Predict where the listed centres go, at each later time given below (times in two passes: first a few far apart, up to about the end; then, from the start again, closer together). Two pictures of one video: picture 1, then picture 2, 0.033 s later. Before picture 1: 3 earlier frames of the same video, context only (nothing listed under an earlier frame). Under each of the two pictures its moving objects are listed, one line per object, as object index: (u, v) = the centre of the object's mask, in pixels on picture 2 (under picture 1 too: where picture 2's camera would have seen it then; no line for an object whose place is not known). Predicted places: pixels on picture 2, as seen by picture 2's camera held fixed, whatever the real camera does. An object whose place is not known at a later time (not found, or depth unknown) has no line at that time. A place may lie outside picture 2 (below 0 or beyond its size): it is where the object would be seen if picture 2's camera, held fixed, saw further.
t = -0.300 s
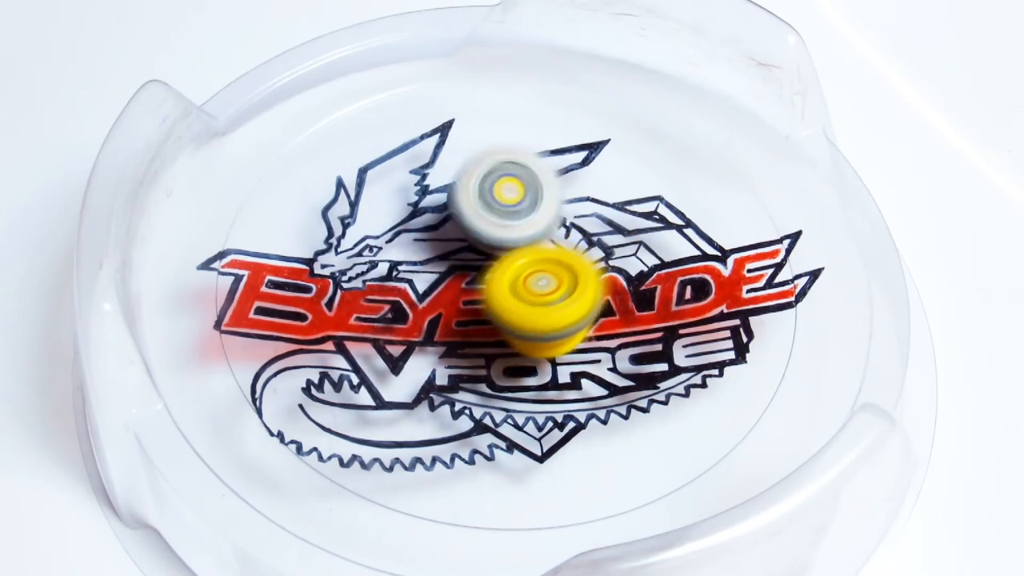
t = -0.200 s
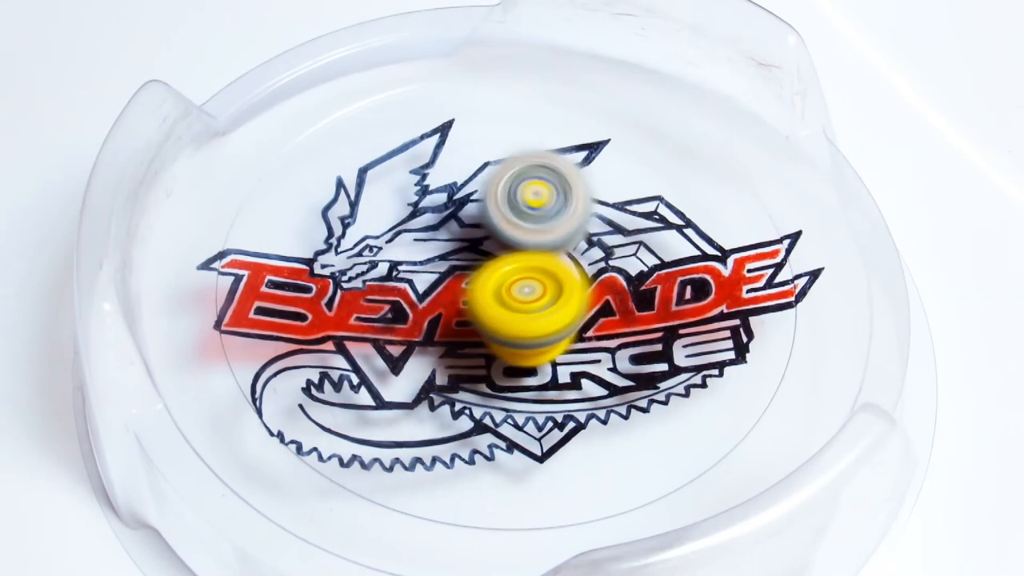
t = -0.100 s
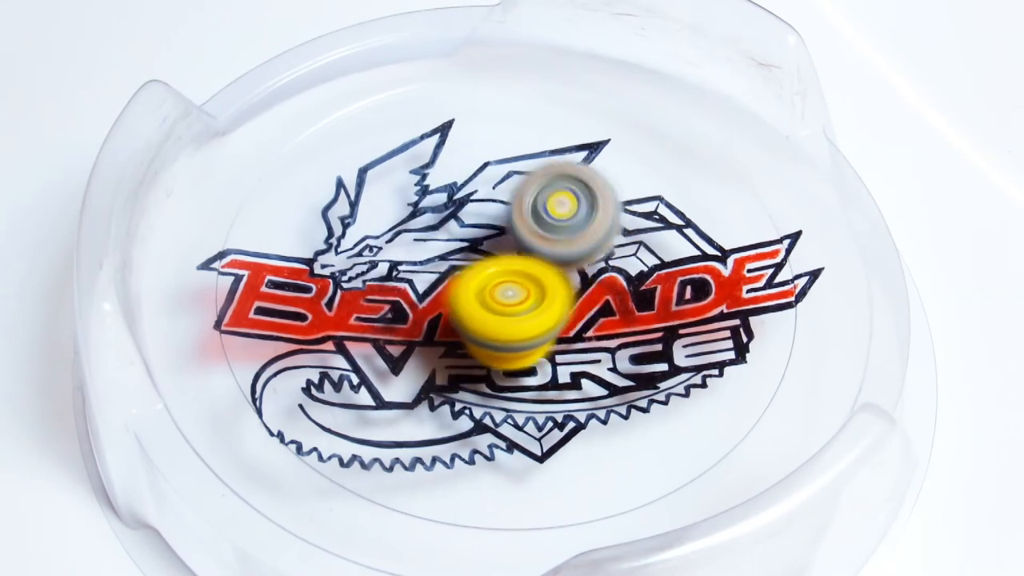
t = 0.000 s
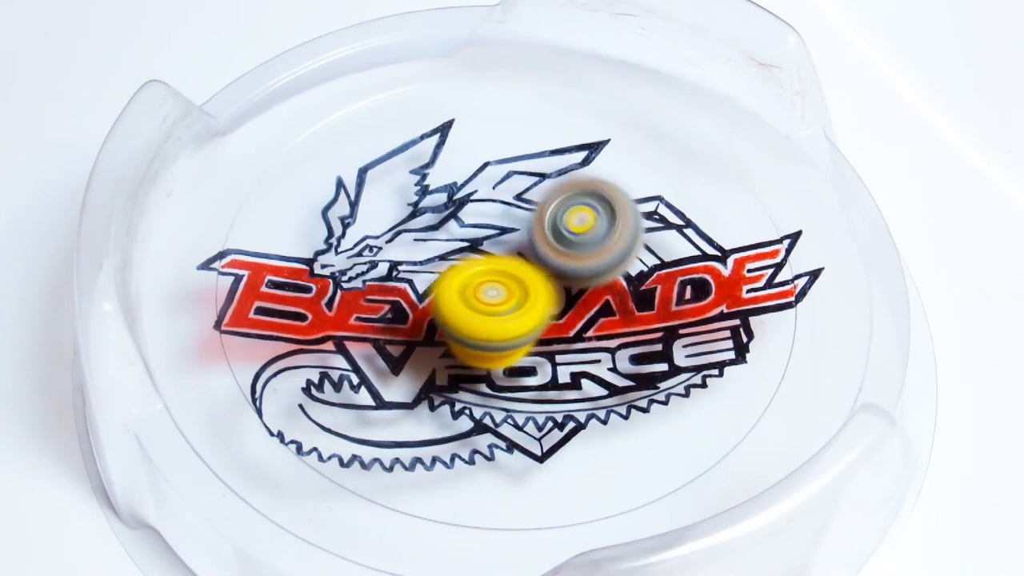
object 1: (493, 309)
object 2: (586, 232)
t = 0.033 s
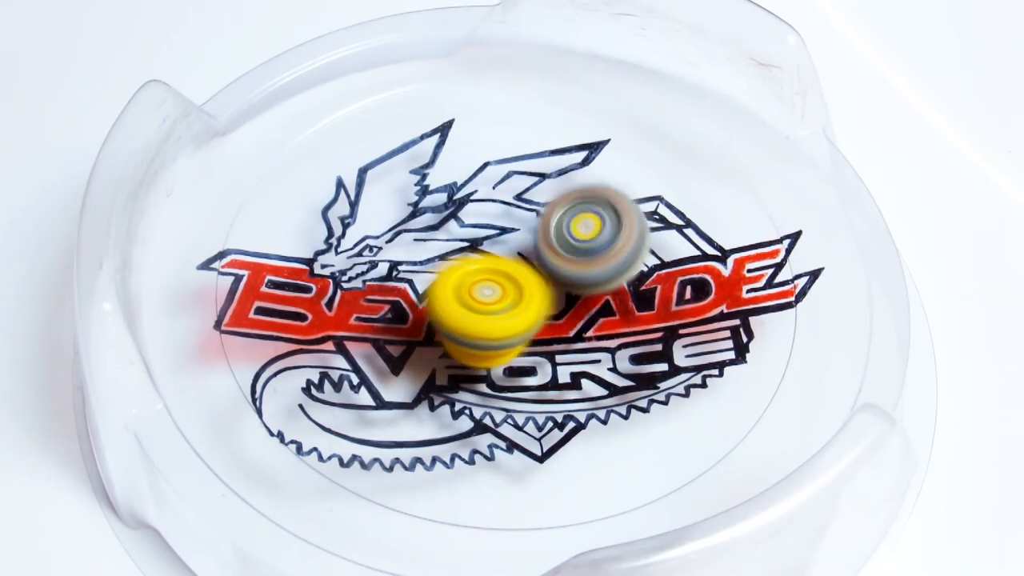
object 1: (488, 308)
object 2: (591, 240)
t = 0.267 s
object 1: (460, 289)
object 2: (601, 296)
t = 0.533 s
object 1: (462, 253)
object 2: (546, 344)
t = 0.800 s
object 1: (496, 229)
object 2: (464, 337)
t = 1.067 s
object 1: (539, 232)
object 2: (420, 284)
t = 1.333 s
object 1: (563, 258)
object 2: (444, 228)
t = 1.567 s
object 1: (556, 290)
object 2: (504, 202)
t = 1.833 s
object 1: (520, 308)
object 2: (579, 225)
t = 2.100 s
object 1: (471, 300)
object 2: (601, 289)
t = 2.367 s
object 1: (451, 259)
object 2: (546, 339)
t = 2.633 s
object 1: (473, 217)
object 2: (465, 331)
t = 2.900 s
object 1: (541, 207)
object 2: (413, 277)
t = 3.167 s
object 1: (579, 245)
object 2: (448, 230)
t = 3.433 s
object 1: (556, 318)
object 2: (528, 220)
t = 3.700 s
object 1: (466, 332)
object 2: (574, 276)
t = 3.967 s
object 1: (404, 292)
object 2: (518, 332)
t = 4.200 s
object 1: (420, 243)
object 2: (457, 339)
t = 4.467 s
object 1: (508, 89)
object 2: (334, 398)
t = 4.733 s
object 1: (517, 158)
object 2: (397, 316)
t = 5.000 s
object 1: (583, 341)
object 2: (401, 185)
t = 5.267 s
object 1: (562, 360)
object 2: (405, 199)
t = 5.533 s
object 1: (538, 340)
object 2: (470, 217)
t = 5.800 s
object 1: (514, 326)
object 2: (458, 236)
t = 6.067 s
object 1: (512, 329)
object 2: (440, 240)
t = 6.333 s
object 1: (513, 329)
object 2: (471, 229)
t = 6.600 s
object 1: (513, 329)
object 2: (469, 231)
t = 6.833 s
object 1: (513, 328)
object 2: (449, 241)
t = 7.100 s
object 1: (513, 328)
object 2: (451, 240)
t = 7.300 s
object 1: (513, 328)
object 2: (466, 234)
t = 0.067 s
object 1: (483, 306)
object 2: (596, 248)
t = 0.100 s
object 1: (478, 304)
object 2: (600, 255)
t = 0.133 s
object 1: (474, 302)
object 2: (603, 263)
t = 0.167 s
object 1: (470, 300)
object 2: (604, 271)
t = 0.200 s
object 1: (466, 297)
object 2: (604, 279)
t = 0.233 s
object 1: (463, 293)
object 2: (603, 287)
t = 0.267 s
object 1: (460, 289)
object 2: (601, 296)
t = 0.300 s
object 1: (458, 285)
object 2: (598, 303)
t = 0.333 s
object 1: (457, 280)
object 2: (594, 310)
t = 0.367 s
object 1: (456, 276)
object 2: (589, 317)
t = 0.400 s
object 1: (456, 271)
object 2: (583, 323)
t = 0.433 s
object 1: (457, 266)
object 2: (576, 329)
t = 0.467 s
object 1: (458, 261)
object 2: (567, 334)
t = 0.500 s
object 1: (460, 256)
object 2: (557, 339)
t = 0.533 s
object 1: (462, 253)
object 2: (546, 344)
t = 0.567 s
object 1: (466, 249)
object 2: (537, 346)
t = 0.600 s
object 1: (469, 244)
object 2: (527, 347)
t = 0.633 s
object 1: (473, 241)
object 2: (515, 347)
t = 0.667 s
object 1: (478, 238)
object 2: (505, 348)
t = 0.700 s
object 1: (482, 235)
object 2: (493, 346)
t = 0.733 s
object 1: (487, 233)
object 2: (482, 344)
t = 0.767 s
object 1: (492, 230)
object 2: (473, 340)
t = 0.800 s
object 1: (496, 229)
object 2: (464, 337)
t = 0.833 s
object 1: (502, 227)
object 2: (456, 332)
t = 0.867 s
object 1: (508, 227)
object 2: (447, 327)
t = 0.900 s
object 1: (513, 226)
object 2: (440, 320)
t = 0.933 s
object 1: (519, 226)
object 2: (433, 313)
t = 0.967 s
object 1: (524, 227)
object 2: (429, 307)
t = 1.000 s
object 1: (530, 228)
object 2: (425, 300)
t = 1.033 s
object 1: (534, 230)
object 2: (422, 292)
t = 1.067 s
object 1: (539, 232)
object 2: (420, 284)
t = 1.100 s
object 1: (544, 234)
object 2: (419, 276)
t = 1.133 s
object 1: (548, 236)
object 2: (420, 269)
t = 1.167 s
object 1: (552, 239)
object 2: (421, 261)
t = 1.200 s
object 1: (556, 243)
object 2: (423, 254)
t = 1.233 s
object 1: (558, 246)
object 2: (427, 246)
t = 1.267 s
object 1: (560, 250)
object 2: (431, 239)
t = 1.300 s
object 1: (562, 254)
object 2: (438, 234)
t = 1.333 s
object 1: (563, 258)
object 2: (444, 228)
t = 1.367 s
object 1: (563, 262)
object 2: (451, 222)
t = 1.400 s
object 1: (563, 267)
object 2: (459, 217)
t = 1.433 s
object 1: (562, 273)
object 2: (468, 212)
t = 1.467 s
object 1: (562, 278)
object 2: (476, 209)
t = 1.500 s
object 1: (560, 282)
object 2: (485, 205)
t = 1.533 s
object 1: (558, 286)
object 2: (495, 202)
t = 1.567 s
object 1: (556, 290)
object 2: (504, 202)
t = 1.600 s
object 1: (552, 294)
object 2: (515, 201)
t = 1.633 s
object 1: (549, 297)
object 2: (525, 201)
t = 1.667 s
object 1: (546, 299)
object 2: (535, 204)
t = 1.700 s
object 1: (541, 302)
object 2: (545, 206)
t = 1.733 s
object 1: (536, 304)
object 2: (555, 209)
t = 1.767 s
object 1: (531, 306)
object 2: (564, 214)
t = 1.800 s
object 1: (525, 307)
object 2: (572, 220)
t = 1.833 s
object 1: (520, 308)
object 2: (579, 225)
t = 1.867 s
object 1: (513, 309)
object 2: (585, 233)
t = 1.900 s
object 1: (505, 309)
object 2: (593, 241)
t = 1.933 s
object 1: (498, 309)
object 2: (598, 250)
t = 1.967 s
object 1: (493, 308)
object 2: (601, 257)
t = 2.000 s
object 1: (487, 307)
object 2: (603, 265)
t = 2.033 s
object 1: (481, 305)
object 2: (604, 274)
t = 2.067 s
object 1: (475, 302)
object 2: (603, 282)
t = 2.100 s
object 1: (471, 300)
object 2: (601, 289)
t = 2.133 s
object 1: (466, 296)
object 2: (598, 298)
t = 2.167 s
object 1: (462, 292)
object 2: (594, 304)
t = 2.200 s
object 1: (459, 287)
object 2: (589, 311)
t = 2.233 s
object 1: (457, 283)
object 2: (583, 317)
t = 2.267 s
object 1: (455, 277)
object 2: (574, 323)
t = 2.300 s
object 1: (452, 272)
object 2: (567, 328)
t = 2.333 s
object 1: (451, 265)
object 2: (557, 334)
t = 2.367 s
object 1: (451, 259)
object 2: (546, 339)
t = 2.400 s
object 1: (450, 253)
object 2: (538, 342)
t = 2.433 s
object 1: (452, 245)
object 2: (528, 345)
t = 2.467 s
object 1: (454, 239)
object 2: (516, 346)
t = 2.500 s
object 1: (458, 234)
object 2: (505, 345)
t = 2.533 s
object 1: (461, 229)
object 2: (494, 343)
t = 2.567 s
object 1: (465, 225)
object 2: (483, 340)
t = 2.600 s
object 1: (469, 220)
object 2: (474, 336)
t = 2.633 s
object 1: (473, 217)
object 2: (465, 331)
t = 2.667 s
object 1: (479, 214)
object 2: (456, 325)
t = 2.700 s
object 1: (485, 212)
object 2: (450, 319)
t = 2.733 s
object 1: (491, 210)
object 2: (443, 311)
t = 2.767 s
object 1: (498, 209)
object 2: (437, 304)
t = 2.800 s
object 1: (505, 208)
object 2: (433, 298)
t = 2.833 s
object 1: (520, 206)
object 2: (421, 291)
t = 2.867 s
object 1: (532, 205)
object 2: (415, 284)
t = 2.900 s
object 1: (541, 207)
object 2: (413, 277)
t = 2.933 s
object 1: (549, 209)
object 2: (412, 270)
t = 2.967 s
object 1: (555, 213)
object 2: (414, 263)
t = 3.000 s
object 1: (561, 216)
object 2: (417, 256)
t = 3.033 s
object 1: (566, 221)
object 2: (420, 250)
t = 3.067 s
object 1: (570, 226)
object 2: (425, 243)
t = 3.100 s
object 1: (574, 232)
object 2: (431, 239)
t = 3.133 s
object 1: (577, 238)
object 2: (438, 234)
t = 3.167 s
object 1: (579, 245)
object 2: (448, 230)
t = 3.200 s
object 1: (580, 251)
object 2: (457, 225)
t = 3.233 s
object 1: (580, 263)
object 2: (466, 224)
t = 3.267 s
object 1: (580, 272)
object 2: (476, 221)
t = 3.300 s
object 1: (575, 284)
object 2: (485, 218)
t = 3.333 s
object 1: (571, 297)
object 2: (497, 214)
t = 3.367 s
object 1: (567, 307)
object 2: (507, 215)
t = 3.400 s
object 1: (561, 313)
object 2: (518, 217)
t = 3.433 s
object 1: (556, 318)
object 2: (528, 220)
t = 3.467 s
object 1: (550, 322)
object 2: (537, 224)
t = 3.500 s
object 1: (543, 326)
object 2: (547, 229)
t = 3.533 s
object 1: (530, 331)
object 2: (559, 235)
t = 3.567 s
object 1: (518, 335)
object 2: (565, 243)
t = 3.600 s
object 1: (506, 337)
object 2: (568, 249)
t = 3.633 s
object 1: (494, 337)
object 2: (571, 258)
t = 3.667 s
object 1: (482, 335)
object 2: (575, 266)
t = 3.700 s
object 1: (466, 332)
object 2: (574, 276)
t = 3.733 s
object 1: (452, 329)
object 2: (571, 286)
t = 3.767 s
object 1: (440, 322)
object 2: (566, 293)
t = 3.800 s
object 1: (429, 318)
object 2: (561, 302)
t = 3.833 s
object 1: (420, 313)
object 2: (554, 309)
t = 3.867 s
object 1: (413, 308)
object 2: (546, 316)
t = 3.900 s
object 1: (408, 303)
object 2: (538, 322)
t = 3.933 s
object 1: (405, 297)
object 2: (528, 328)
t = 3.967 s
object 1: (404, 292)
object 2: (518, 332)
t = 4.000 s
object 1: (404, 285)
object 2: (509, 338)
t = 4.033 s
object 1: (402, 275)
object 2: (498, 343)
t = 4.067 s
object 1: (403, 266)
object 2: (489, 344)
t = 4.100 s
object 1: (405, 257)
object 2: (481, 346)
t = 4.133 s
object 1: (409, 250)
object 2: (472, 344)
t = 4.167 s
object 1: (415, 246)
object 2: (464, 342)
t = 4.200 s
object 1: (420, 243)
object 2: (457, 339)
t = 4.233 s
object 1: (435, 231)
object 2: (441, 354)
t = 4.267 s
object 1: (451, 203)
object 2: (417, 376)
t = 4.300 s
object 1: (466, 176)
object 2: (396, 389)
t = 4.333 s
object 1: (479, 153)
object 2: (373, 398)
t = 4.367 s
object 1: (490, 128)
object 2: (356, 404)
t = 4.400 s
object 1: (498, 108)
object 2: (345, 404)
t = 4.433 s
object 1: (503, 98)
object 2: (335, 402)
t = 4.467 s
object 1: (508, 89)
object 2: (334, 398)
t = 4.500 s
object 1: (511, 87)
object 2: (335, 392)
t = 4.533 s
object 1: (513, 89)
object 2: (340, 387)
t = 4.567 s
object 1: (515, 94)
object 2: (346, 378)
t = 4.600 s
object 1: (513, 103)
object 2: (354, 370)
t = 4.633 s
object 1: (512, 113)
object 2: (364, 358)
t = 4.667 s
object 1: (511, 126)
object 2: (377, 346)
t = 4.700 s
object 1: (513, 142)
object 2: (387, 334)
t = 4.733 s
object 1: (517, 158)
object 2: (397, 316)
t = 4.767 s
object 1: (521, 178)
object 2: (407, 296)
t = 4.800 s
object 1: (528, 198)
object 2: (415, 277)
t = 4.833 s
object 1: (535, 219)
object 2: (420, 259)
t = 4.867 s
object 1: (546, 243)
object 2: (416, 239)
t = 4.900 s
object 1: (558, 278)
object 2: (406, 212)
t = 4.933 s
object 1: (569, 300)
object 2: (403, 198)
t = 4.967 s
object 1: (577, 319)
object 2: (401, 187)
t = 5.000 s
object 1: (583, 341)
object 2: (401, 185)
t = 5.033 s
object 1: (585, 351)
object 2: (403, 184)
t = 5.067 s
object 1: (583, 364)
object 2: (404, 184)
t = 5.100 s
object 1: (580, 367)
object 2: (405, 184)
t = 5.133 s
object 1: (575, 370)
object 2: (405, 186)
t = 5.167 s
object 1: (573, 369)
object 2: (405, 188)
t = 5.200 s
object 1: (571, 366)
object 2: (406, 191)
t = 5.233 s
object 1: (563, 361)
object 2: (405, 196)
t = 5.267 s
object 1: (562, 360)
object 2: (405, 199)
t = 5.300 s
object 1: (555, 356)
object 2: (407, 205)
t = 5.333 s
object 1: (550, 352)
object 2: (414, 213)
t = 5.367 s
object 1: (550, 351)
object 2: (425, 221)
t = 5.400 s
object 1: (548, 350)
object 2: (438, 224)
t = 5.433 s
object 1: (546, 346)
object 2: (452, 224)
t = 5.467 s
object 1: (546, 345)
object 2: (461, 224)
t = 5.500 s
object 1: (544, 345)
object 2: (468, 220)
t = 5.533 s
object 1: (538, 340)
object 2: (470, 217)
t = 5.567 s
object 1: (532, 335)
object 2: (469, 215)
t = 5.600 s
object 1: (528, 332)
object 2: (470, 216)
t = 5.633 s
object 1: (527, 329)
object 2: (471, 219)
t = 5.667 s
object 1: (524, 326)
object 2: (470, 223)
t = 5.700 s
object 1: (520, 325)
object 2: (468, 228)
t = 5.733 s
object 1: (517, 325)
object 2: (466, 231)
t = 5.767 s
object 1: (515, 325)
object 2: (463, 234)
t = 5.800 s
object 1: (514, 326)
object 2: (458, 236)
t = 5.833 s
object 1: (514, 327)
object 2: (453, 238)
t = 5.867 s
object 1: (513, 328)
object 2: (447, 240)
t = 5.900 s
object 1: (512, 328)
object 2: (442, 240)
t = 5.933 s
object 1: (511, 329)
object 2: (439, 240)
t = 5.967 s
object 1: (511, 329)
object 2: (437, 239)
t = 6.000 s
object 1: (511, 329)
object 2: (437, 239)
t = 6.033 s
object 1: (511, 329)
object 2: (437, 239)
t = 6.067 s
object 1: (512, 329)
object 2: (440, 240)
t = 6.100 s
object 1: (513, 329)
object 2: (444, 241)
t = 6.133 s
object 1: (513, 329)
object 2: (449, 240)
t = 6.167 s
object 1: (512, 329)
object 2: (453, 239)
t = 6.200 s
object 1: (513, 329)
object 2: (458, 237)
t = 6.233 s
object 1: (513, 329)
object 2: (464, 235)
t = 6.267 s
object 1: (512, 329)
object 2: (466, 234)
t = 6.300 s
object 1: (512, 329)
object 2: (468, 231)
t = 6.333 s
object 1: (513, 329)
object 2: (471, 229)
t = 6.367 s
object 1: (513, 329)
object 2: (472, 224)
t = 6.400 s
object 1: (513, 329)
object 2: (473, 222)
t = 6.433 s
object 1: (513, 329)
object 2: (473, 221)
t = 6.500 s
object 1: (513, 328)
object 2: (473, 222)
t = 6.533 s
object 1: (513, 328)
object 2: (473, 225)
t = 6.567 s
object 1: (513, 329)
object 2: (471, 229)
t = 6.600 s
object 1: (513, 329)
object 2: (469, 231)
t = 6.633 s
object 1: (513, 329)
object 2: (467, 233)
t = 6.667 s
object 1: (513, 329)
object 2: (466, 234)
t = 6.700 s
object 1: (513, 329)
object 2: (462, 236)
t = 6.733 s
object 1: (513, 328)
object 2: (458, 238)
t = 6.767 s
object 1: (513, 328)
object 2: (455, 239)
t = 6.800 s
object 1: (513, 328)
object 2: (452, 240)
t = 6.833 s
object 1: (513, 328)
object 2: (449, 241)
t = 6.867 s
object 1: (513, 328)
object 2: (446, 241)
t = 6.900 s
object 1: (513, 328)
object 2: (443, 242)
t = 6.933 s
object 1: (513, 328)
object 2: (441, 241)
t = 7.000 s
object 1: (513, 328)
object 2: (443, 241)
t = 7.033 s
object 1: (513, 328)
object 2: (446, 242)
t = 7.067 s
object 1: (513, 328)
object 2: (448, 241)
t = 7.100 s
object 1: (513, 328)
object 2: (451, 240)
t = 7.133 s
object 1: (513, 328)
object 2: (453, 239)
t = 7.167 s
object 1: (513, 328)
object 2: (456, 239)
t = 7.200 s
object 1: (513, 329)
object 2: (458, 238)
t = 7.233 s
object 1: (513, 328)
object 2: (462, 237)
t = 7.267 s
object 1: (513, 329)
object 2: (465, 235)
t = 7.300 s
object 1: (513, 328)
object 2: (466, 234)
